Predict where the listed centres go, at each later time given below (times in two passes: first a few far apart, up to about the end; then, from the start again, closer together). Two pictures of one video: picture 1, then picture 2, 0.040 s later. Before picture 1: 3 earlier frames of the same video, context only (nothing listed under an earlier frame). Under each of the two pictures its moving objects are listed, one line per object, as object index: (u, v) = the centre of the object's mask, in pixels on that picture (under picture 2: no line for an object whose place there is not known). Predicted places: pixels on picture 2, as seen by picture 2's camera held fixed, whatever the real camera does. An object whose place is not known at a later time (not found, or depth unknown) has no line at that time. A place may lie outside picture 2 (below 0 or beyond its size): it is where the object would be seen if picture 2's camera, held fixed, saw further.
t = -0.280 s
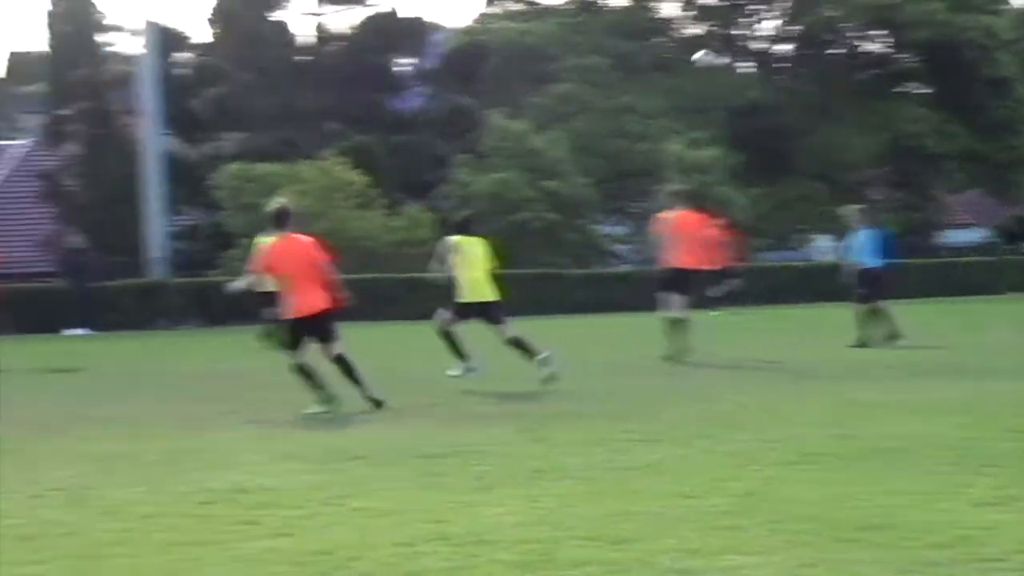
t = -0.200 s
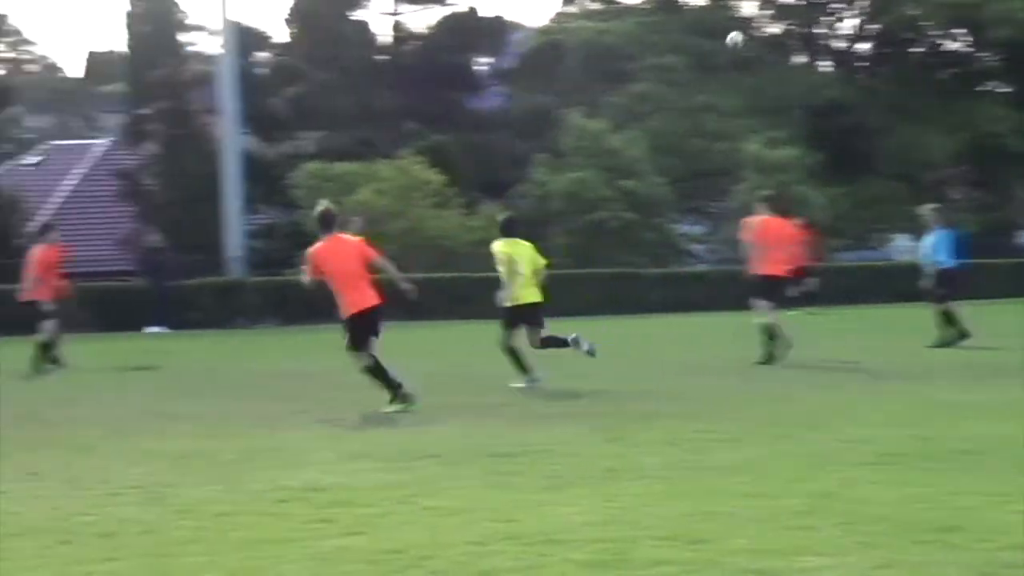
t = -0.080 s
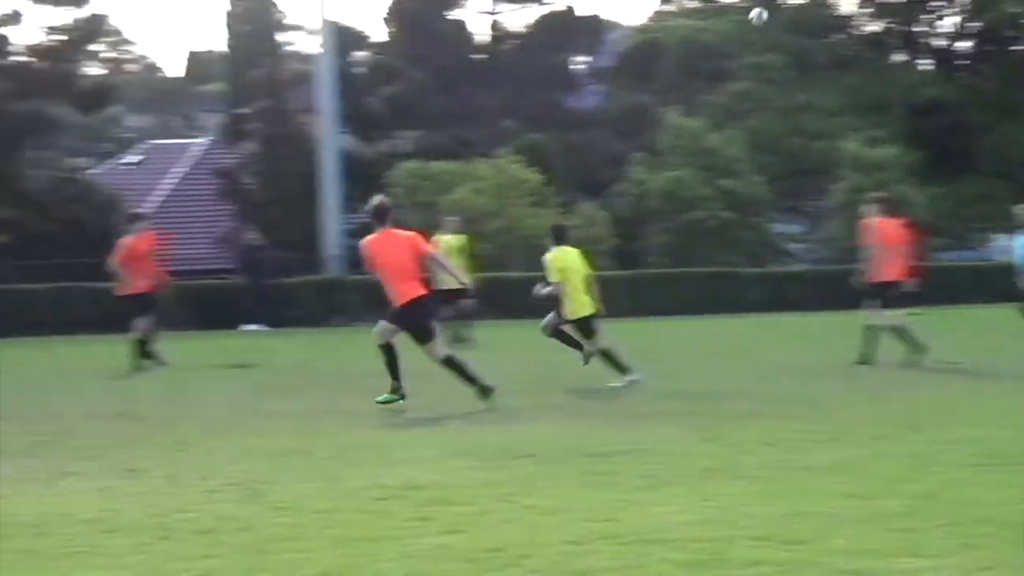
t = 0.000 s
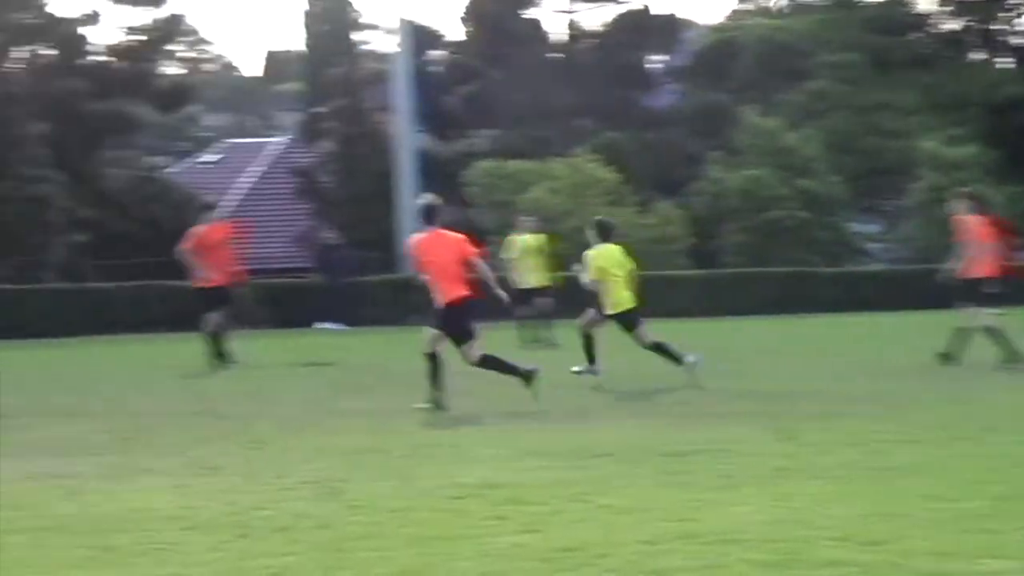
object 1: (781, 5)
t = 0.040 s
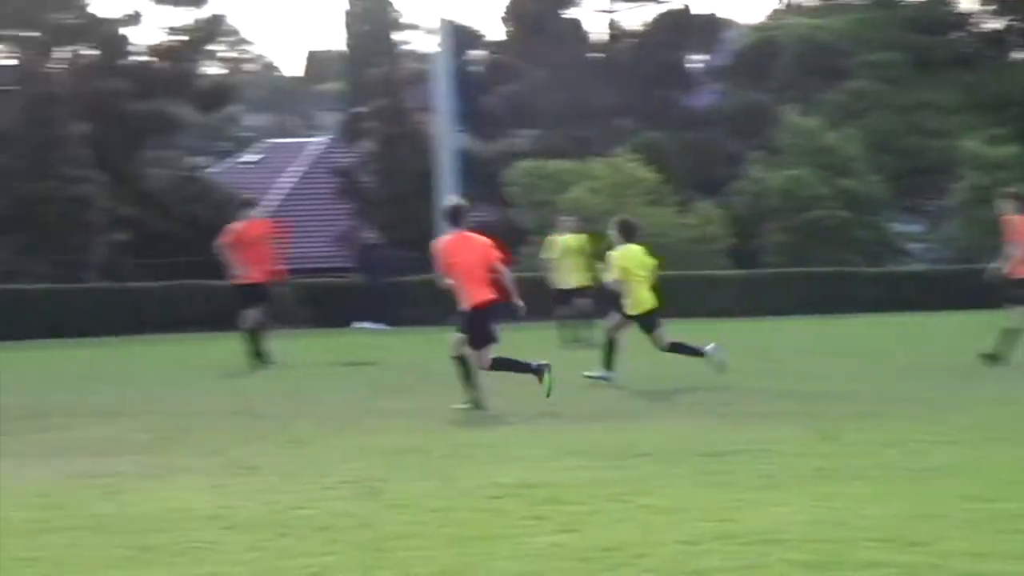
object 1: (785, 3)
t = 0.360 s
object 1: (519, 13)
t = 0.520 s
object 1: (360, 47)
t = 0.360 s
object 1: (519, 13)
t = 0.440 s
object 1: (442, 29)
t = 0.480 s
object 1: (401, 37)
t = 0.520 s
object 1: (360, 47)
